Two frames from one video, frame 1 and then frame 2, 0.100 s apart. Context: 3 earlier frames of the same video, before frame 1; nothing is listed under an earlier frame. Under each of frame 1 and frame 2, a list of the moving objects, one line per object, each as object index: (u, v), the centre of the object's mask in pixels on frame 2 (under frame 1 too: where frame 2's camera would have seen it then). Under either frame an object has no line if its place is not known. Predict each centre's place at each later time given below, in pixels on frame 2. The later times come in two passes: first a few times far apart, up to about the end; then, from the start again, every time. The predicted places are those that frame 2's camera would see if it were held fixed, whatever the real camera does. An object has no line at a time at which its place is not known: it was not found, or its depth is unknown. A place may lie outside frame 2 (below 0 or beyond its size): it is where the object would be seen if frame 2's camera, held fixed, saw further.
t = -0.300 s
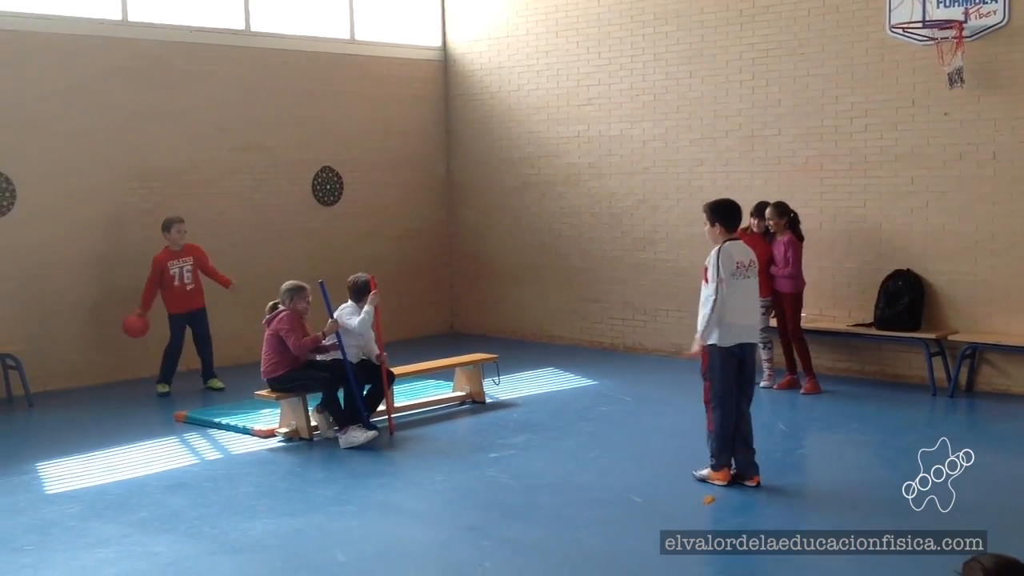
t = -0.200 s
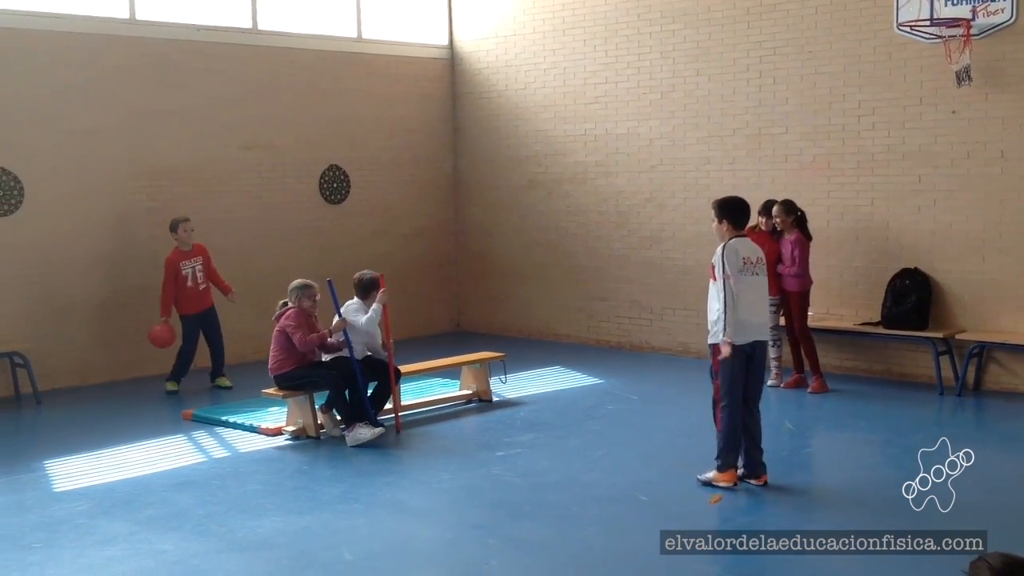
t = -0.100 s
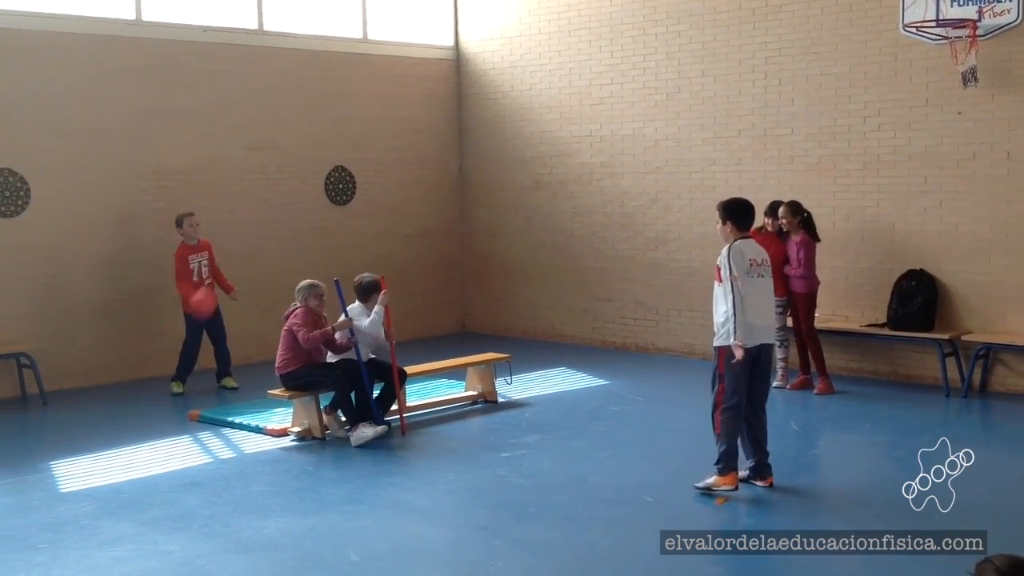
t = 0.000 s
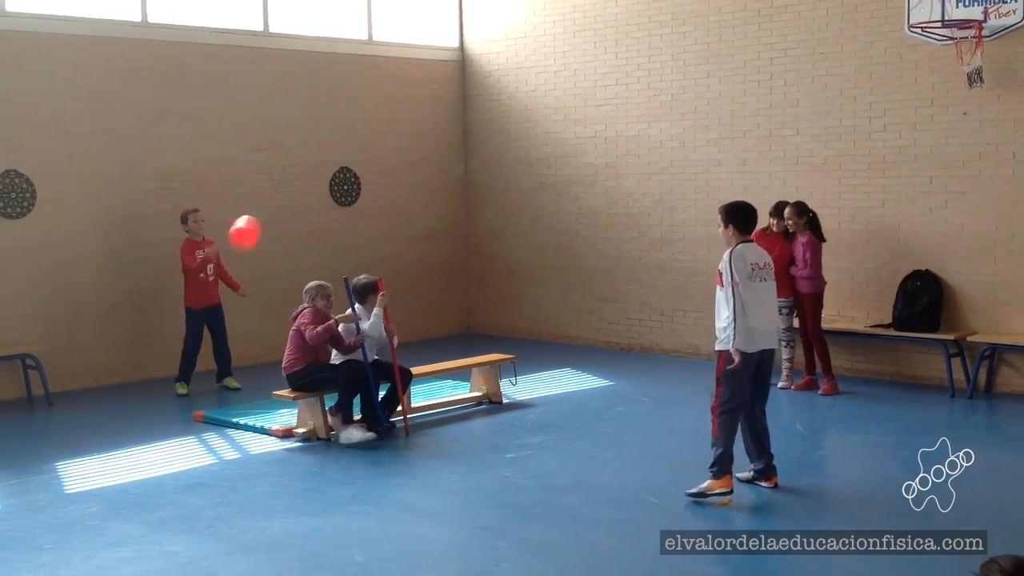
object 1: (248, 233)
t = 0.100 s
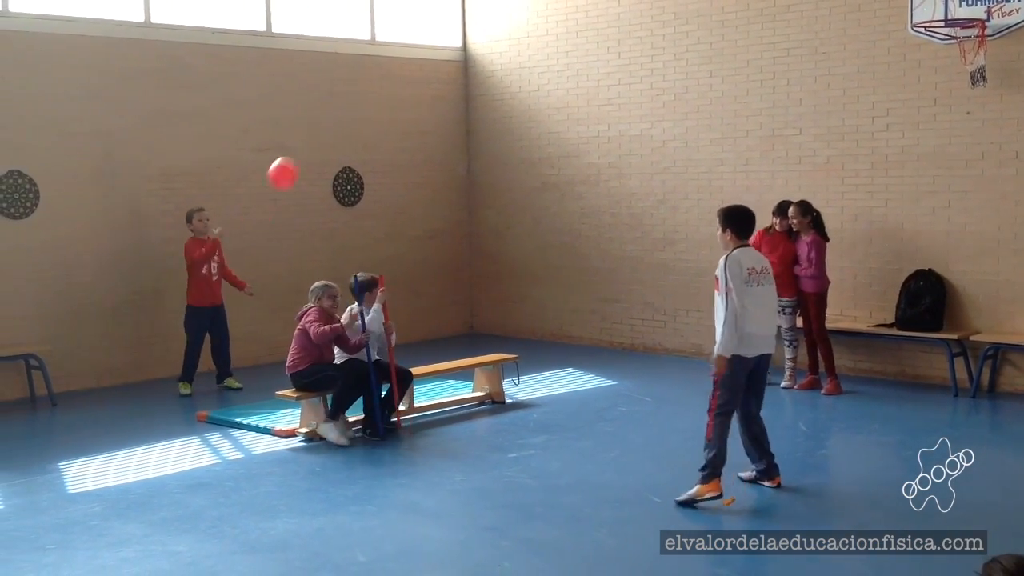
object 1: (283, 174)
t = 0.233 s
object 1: (330, 120)
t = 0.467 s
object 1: (409, 86)
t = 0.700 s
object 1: (488, 136)
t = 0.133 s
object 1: (294, 158)
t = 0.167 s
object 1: (306, 144)
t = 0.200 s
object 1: (318, 131)
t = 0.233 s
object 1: (330, 120)
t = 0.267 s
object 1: (341, 110)
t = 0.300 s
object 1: (353, 103)
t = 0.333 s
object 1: (364, 96)
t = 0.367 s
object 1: (375, 91)
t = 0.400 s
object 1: (387, 88)
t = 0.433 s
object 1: (397, 86)
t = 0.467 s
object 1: (409, 86)
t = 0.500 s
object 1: (420, 88)
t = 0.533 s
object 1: (431, 91)
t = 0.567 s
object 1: (443, 96)
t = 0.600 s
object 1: (454, 103)
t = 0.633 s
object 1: (466, 113)
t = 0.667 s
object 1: (477, 123)
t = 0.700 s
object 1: (488, 136)
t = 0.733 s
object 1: (500, 151)
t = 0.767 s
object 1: (512, 167)
